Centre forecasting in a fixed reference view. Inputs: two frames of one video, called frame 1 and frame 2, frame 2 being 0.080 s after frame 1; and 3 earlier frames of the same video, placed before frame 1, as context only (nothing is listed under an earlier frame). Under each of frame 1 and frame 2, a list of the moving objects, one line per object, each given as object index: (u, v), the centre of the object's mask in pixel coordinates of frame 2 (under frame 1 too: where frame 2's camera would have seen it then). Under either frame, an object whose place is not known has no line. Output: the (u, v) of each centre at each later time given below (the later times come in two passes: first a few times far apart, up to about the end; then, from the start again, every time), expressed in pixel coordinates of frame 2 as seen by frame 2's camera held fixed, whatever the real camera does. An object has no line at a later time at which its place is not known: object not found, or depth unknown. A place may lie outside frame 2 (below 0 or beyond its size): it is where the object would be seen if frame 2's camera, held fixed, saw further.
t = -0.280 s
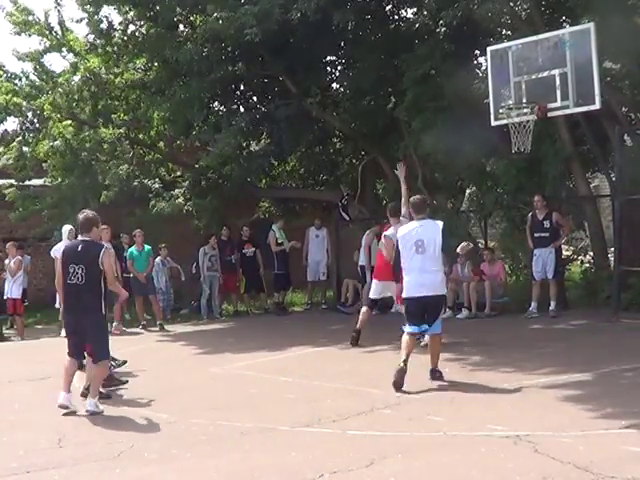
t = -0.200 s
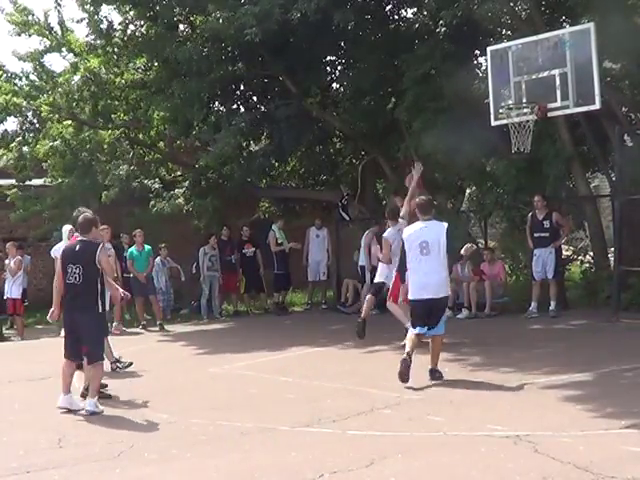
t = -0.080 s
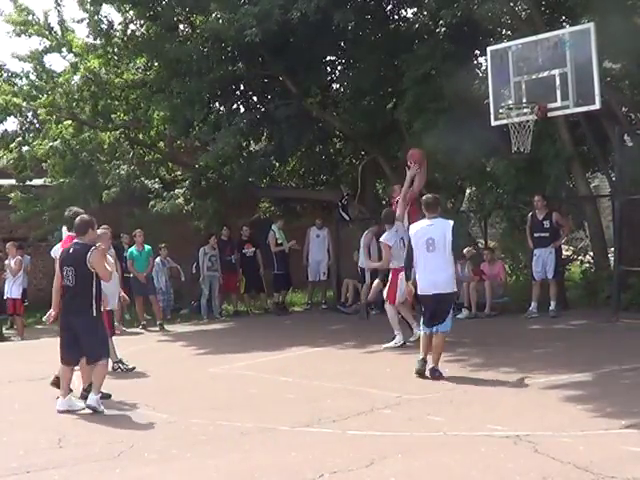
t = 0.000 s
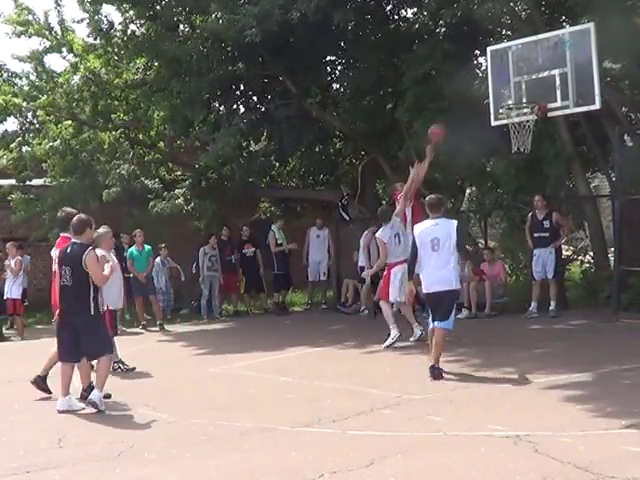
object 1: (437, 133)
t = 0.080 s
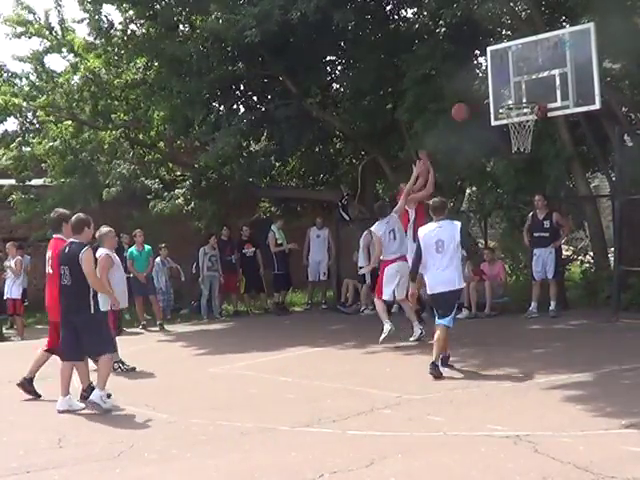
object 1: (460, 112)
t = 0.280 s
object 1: (492, 86)
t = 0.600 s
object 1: (495, 114)
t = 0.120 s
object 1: (472, 103)
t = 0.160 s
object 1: (484, 97)
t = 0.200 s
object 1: (490, 91)
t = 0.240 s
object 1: (492, 87)
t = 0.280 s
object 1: (492, 86)
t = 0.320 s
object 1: (492, 85)
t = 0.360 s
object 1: (492, 86)
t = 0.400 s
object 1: (492, 87)
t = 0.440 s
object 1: (492, 90)
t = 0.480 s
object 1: (493, 94)
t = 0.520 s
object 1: (493, 99)
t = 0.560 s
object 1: (493, 105)
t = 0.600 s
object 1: (495, 114)
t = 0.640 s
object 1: (496, 124)
